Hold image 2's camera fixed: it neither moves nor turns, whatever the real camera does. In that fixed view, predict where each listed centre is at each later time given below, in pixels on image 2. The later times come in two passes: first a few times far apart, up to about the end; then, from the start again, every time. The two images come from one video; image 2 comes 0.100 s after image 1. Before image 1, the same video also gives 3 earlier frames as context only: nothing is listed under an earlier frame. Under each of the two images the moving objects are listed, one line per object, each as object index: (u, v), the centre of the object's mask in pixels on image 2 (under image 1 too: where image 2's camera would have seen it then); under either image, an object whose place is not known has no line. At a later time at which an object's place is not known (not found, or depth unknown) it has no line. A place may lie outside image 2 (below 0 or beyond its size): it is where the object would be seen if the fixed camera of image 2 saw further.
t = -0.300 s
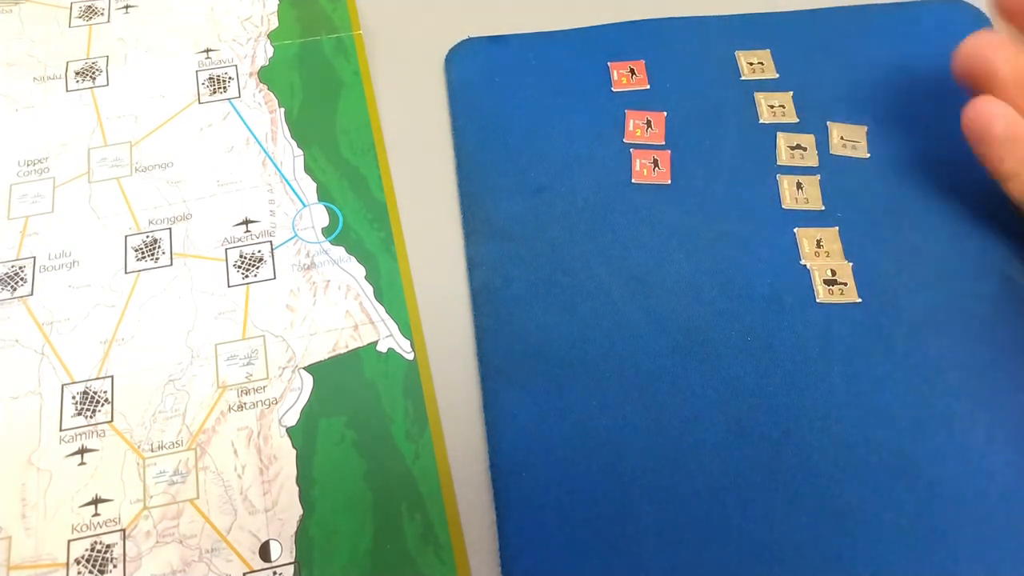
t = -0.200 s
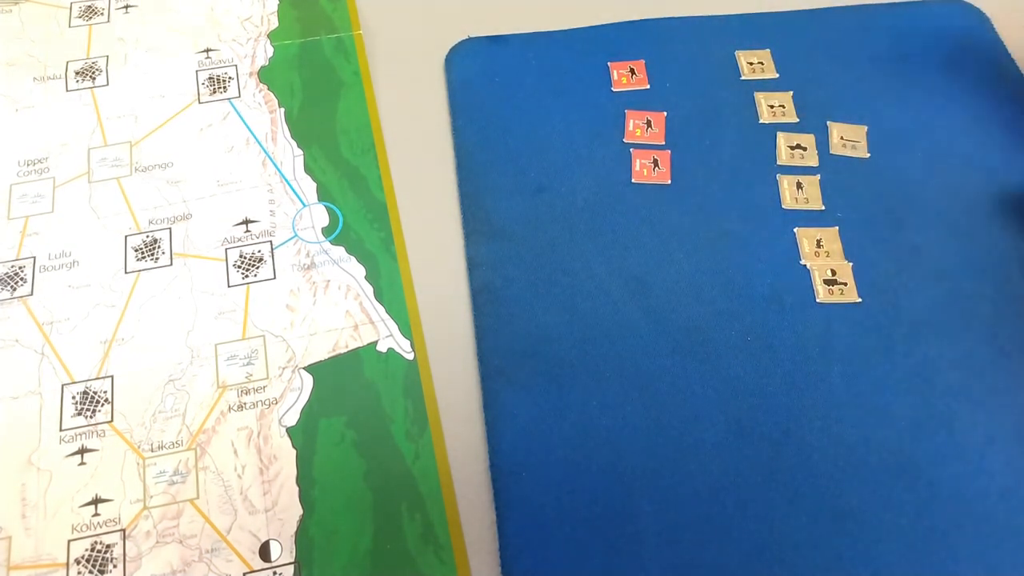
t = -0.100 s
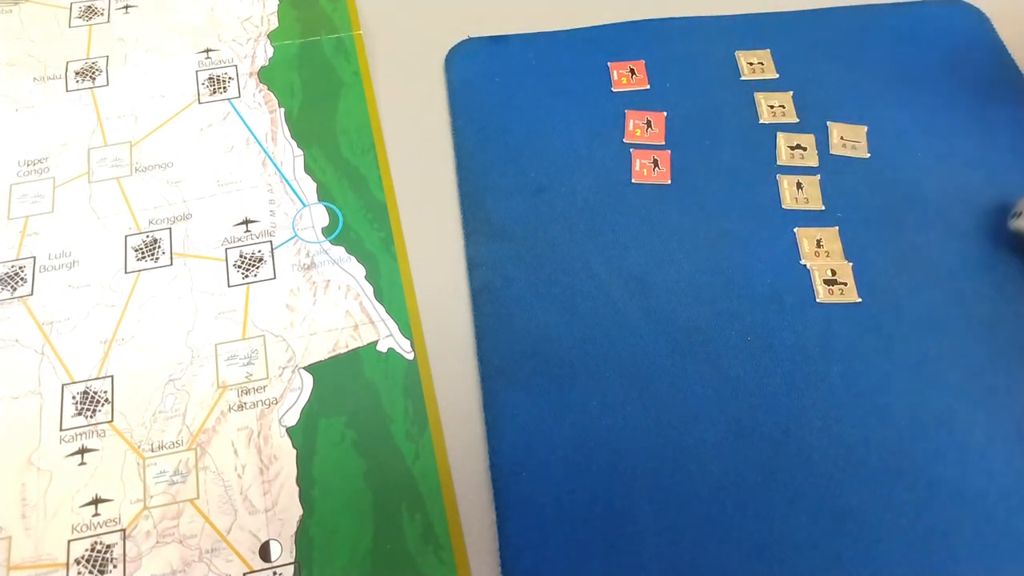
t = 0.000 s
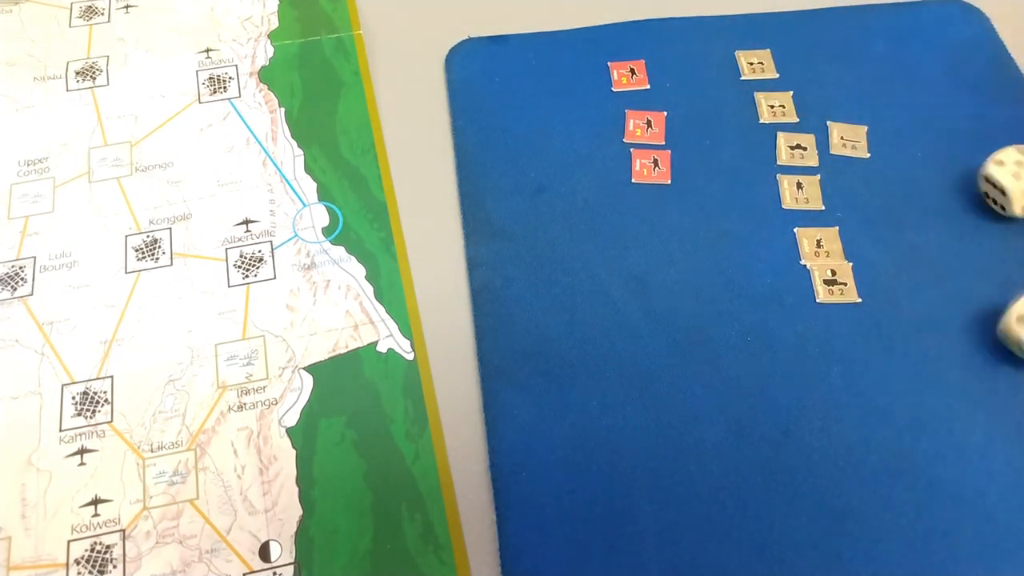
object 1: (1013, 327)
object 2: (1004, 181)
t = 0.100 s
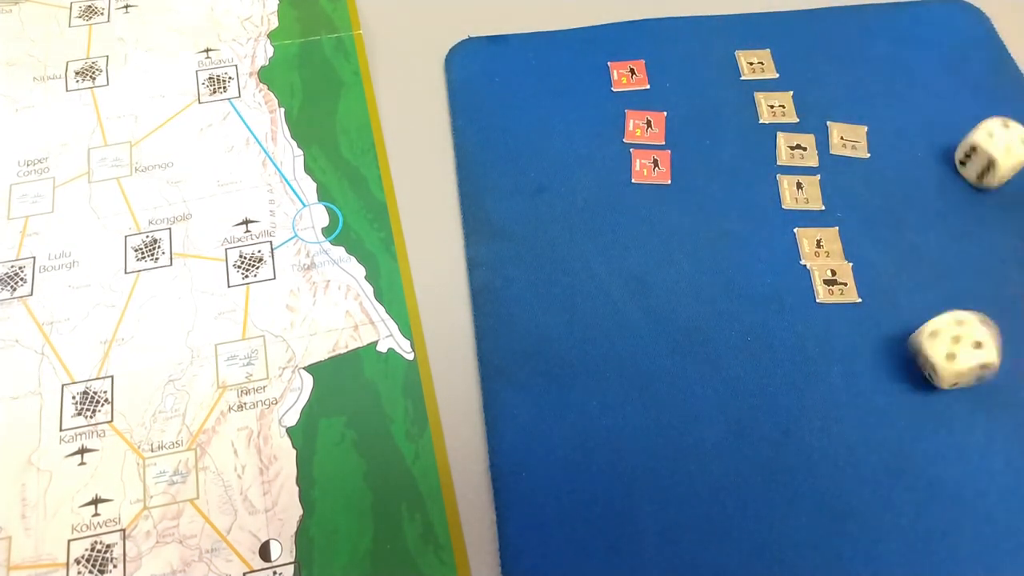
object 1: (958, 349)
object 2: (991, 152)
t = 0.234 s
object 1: (862, 358)
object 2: (986, 143)
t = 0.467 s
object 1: (739, 405)
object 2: (986, 143)
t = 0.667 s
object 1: (699, 387)
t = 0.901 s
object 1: (699, 387)
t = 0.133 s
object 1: (928, 349)
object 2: (989, 143)
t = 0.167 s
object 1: (908, 349)
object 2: (987, 143)
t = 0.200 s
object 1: (883, 355)
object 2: (986, 142)
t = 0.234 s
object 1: (862, 358)
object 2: (986, 143)
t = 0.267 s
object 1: (841, 366)
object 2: (986, 143)
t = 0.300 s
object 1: (826, 370)
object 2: (986, 143)
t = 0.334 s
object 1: (807, 380)
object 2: (986, 143)
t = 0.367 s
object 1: (788, 387)
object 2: (986, 143)
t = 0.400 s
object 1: (769, 396)
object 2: (986, 143)
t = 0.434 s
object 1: (755, 401)
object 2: (986, 143)
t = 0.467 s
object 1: (739, 405)
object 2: (986, 143)
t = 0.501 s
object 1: (718, 401)
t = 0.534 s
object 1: (704, 395)
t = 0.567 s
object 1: (698, 389)
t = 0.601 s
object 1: (698, 387)
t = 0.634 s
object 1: (698, 387)
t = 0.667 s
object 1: (699, 387)
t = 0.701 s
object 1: (699, 387)
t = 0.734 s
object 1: (698, 387)
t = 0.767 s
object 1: (699, 387)
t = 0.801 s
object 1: (699, 387)
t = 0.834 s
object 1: (698, 387)
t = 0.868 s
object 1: (699, 387)
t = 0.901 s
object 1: (699, 387)
